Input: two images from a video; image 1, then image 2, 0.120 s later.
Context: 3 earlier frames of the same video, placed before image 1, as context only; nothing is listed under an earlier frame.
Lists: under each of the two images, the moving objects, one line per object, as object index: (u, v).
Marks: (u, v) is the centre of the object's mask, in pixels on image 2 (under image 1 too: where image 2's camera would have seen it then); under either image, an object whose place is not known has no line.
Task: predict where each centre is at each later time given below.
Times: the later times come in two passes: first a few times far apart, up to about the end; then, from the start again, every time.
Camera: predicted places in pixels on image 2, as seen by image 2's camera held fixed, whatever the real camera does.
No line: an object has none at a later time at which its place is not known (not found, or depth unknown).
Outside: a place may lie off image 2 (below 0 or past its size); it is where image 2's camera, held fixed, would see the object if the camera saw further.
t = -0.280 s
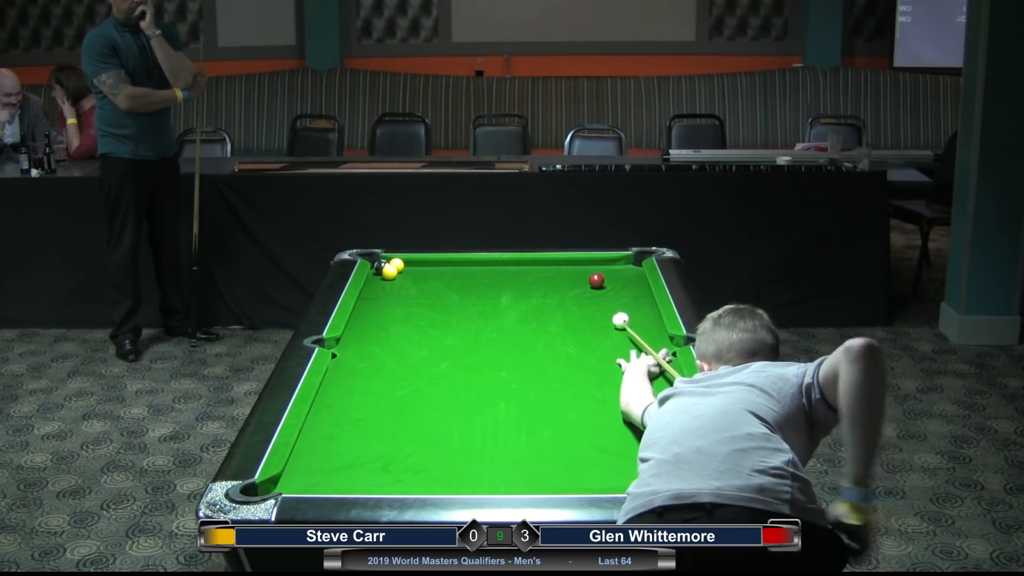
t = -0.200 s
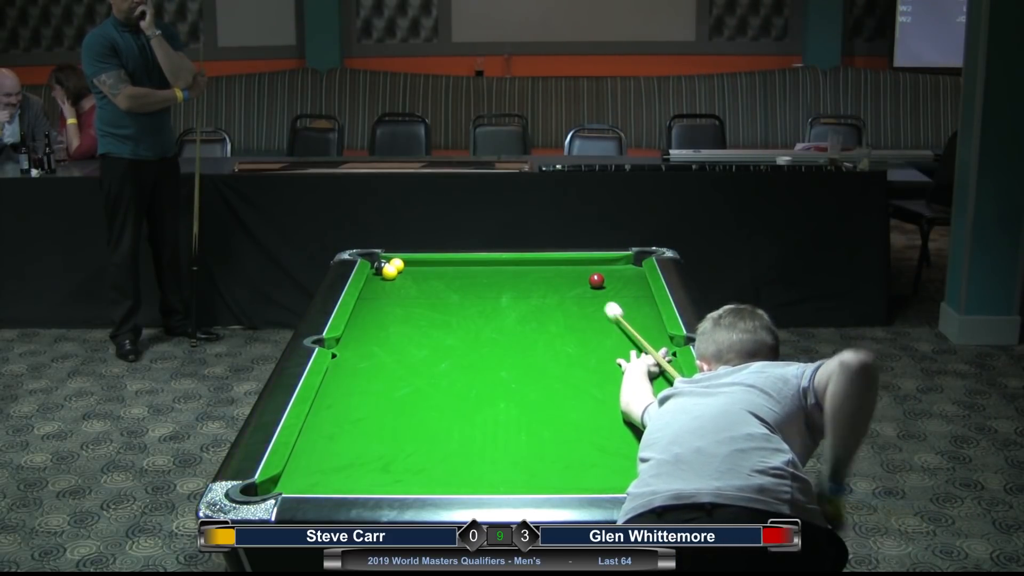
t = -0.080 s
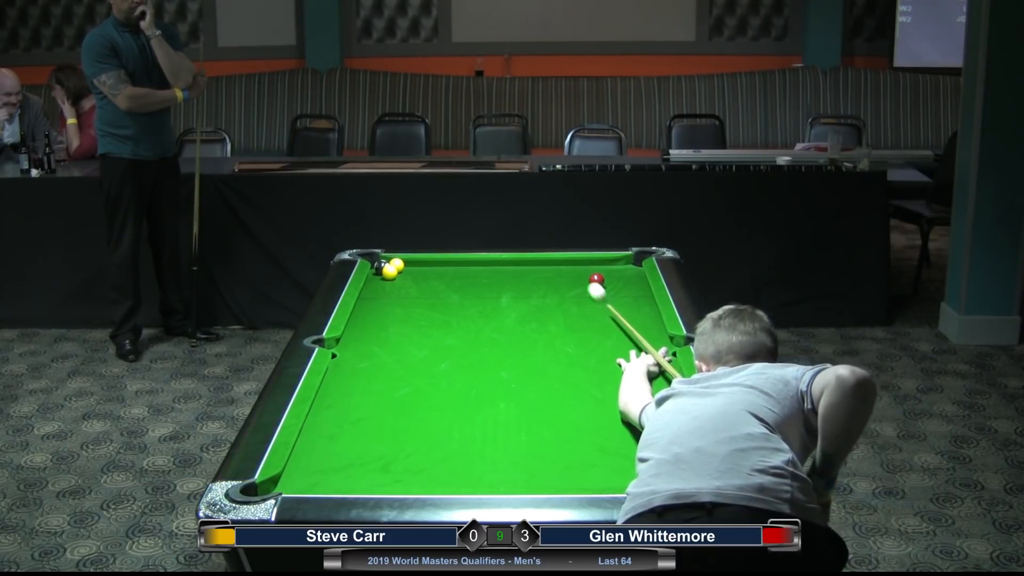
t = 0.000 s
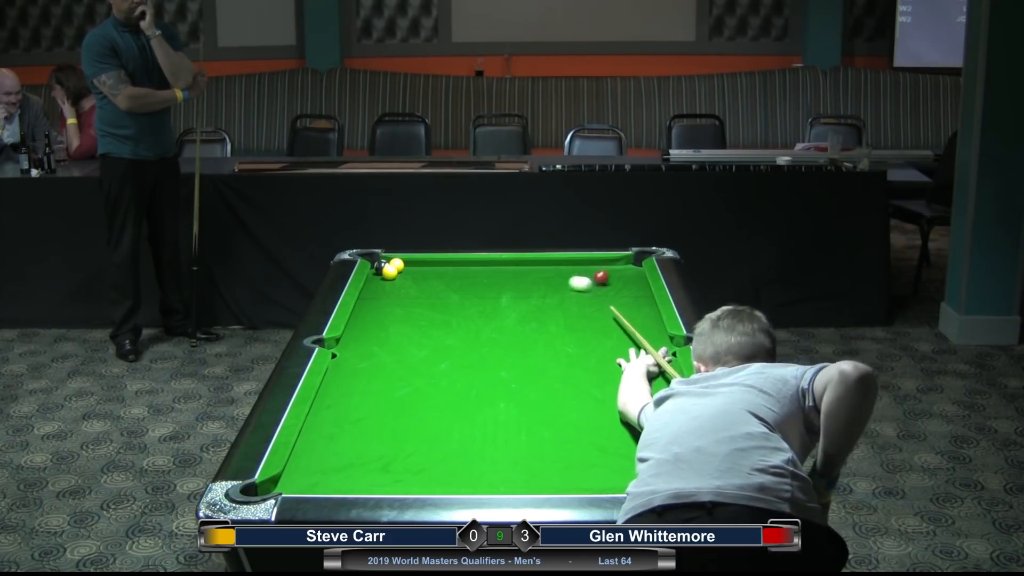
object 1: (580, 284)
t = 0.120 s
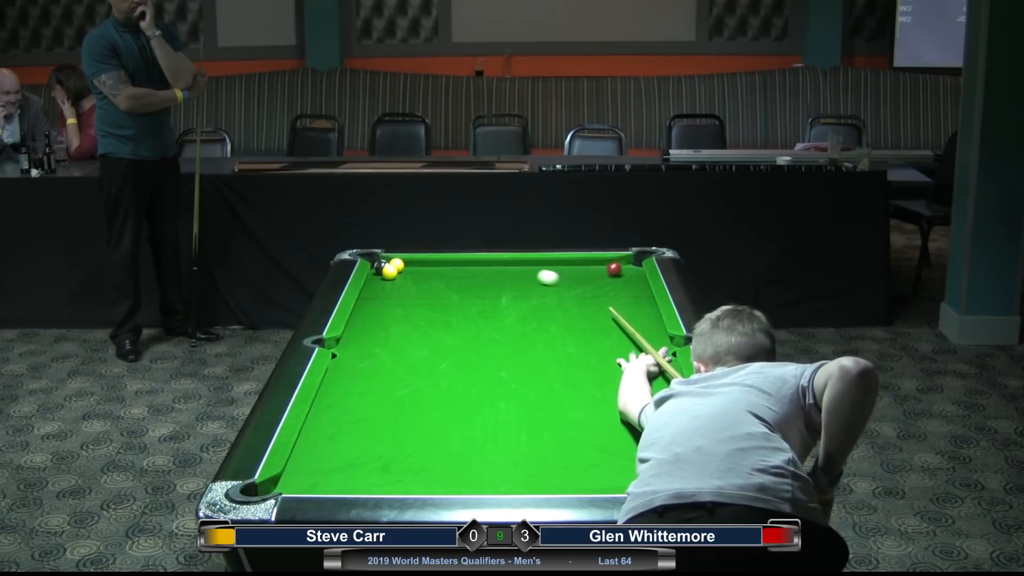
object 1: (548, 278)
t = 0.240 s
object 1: (519, 271)
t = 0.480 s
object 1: (464, 264)
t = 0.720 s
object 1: (413, 274)
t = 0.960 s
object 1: (378, 283)
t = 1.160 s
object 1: (404, 291)
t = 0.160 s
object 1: (538, 275)
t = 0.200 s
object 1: (528, 273)
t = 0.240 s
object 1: (519, 271)
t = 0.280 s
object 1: (509, 269)
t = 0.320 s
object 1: (500, 267)
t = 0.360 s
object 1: (491, 265)
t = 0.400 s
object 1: (482, 263)
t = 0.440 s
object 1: (473, 263)
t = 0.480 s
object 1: (464, 264)
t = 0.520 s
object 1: (456, 266)
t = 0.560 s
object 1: (447, 268)
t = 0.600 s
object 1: (439, 269)
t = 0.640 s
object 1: (430, 271)
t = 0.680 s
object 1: (421, 272)
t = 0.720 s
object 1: (413, 274)
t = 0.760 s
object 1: (405, 275)
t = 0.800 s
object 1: (396, 277)
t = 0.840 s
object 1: (386, 279)
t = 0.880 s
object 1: (377, 280)
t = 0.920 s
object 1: (373, 282)
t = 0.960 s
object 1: (378, 283)
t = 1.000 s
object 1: (383, 285)
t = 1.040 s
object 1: (388, 287)
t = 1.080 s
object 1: (394, 288)
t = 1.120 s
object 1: (399, 290)
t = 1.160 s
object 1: (404, 291)
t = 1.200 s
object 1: (409, 293)
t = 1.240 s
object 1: (414, 295)
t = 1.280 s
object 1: (420, 296)
